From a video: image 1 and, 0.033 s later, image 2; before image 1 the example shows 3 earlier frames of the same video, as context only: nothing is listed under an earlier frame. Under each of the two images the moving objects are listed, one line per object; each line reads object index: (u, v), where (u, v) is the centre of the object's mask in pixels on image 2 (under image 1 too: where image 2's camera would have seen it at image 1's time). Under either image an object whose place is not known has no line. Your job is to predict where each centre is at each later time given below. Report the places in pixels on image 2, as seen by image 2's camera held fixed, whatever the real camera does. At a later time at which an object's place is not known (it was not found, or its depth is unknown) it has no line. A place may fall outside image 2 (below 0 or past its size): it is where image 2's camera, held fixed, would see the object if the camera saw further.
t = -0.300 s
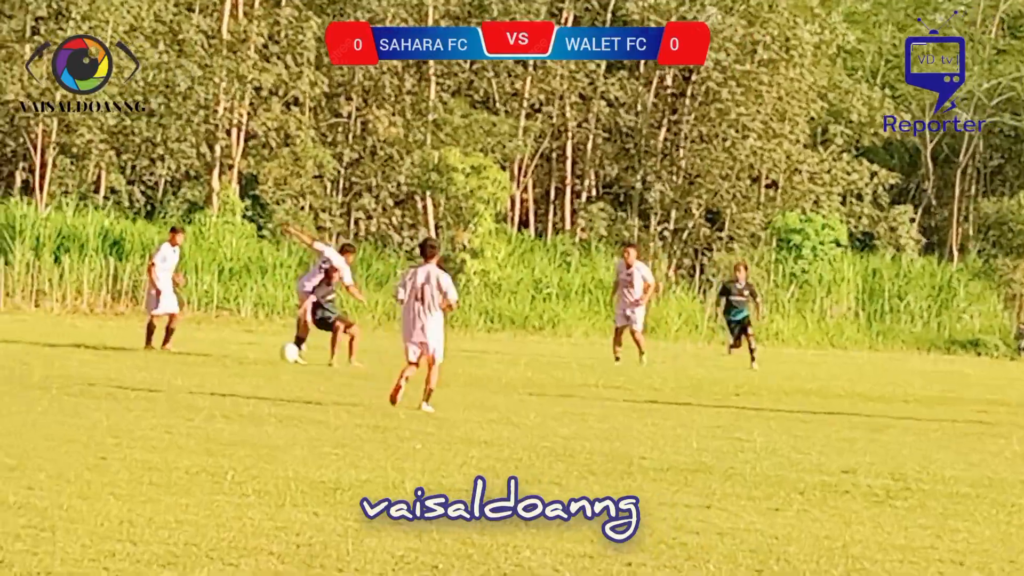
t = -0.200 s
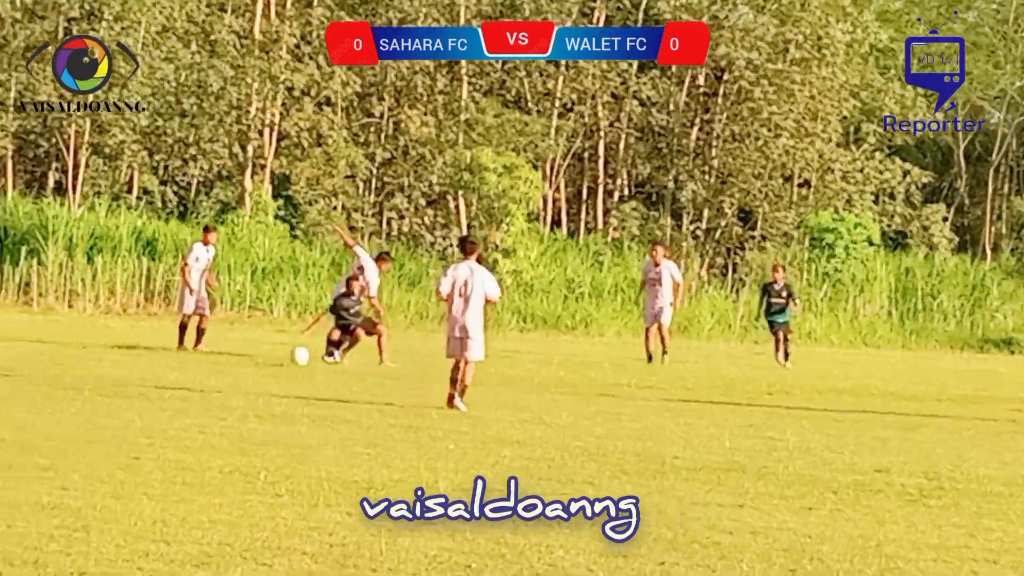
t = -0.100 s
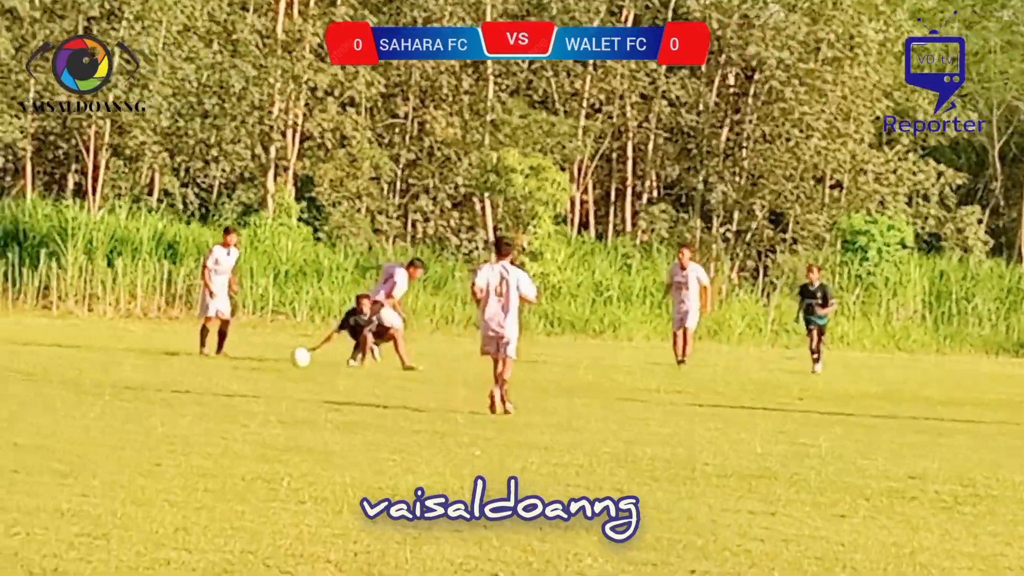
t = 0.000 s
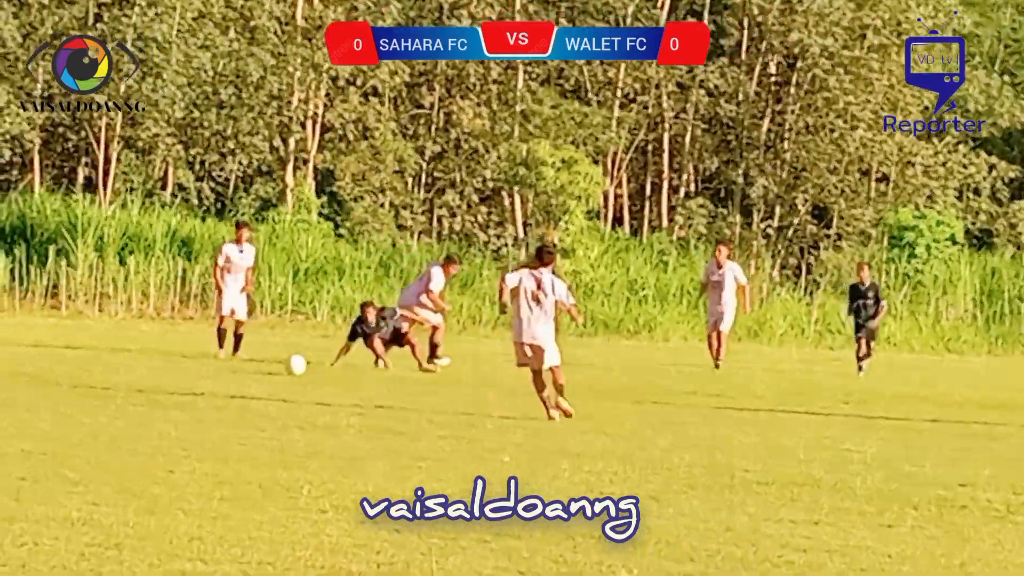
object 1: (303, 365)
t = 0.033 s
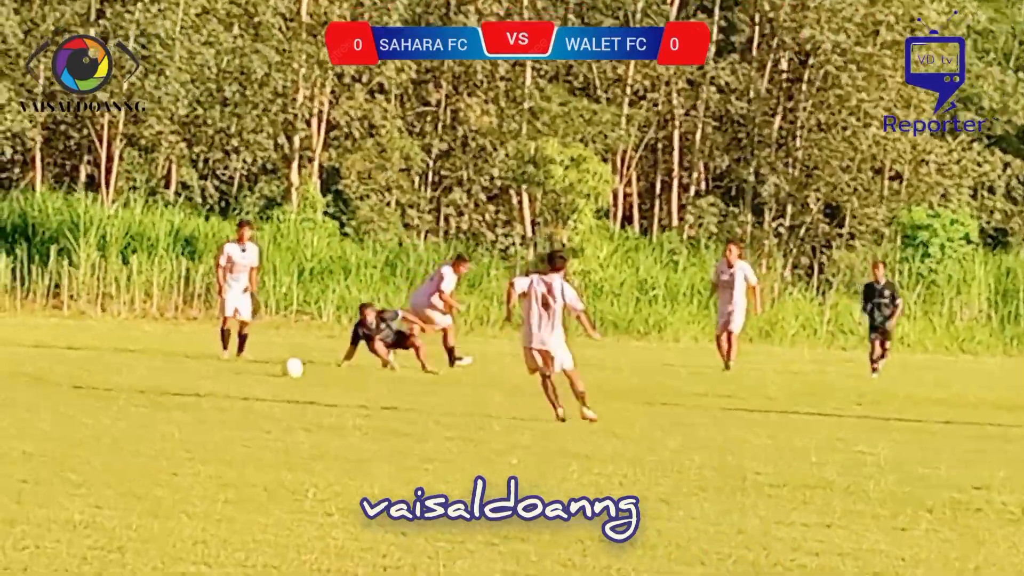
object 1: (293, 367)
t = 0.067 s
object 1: (284, 367)
